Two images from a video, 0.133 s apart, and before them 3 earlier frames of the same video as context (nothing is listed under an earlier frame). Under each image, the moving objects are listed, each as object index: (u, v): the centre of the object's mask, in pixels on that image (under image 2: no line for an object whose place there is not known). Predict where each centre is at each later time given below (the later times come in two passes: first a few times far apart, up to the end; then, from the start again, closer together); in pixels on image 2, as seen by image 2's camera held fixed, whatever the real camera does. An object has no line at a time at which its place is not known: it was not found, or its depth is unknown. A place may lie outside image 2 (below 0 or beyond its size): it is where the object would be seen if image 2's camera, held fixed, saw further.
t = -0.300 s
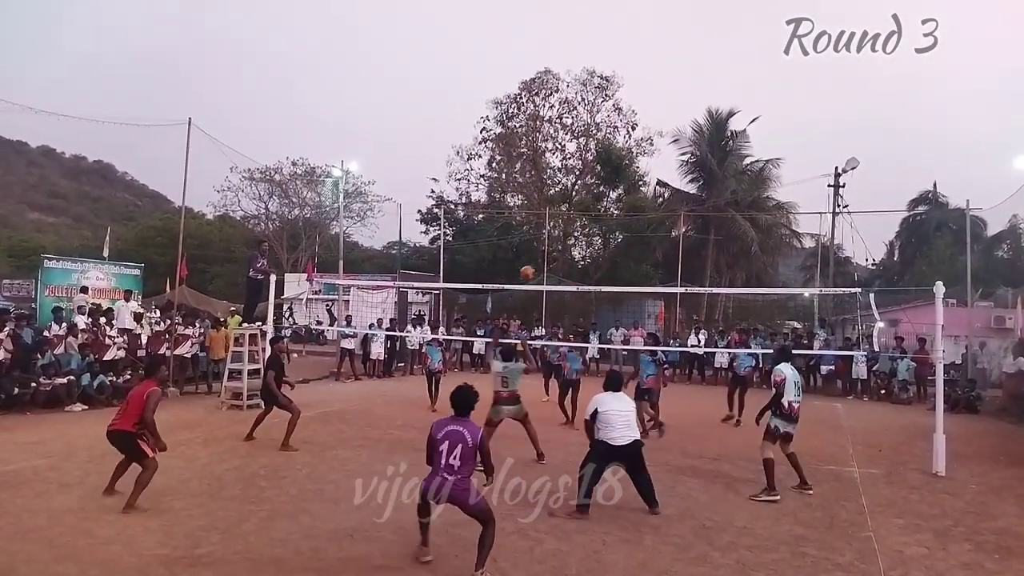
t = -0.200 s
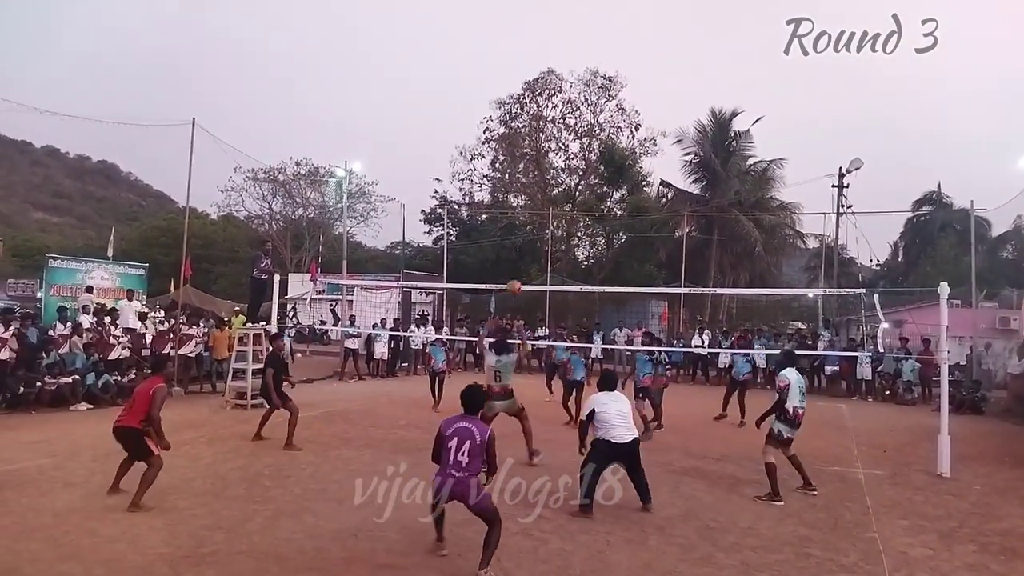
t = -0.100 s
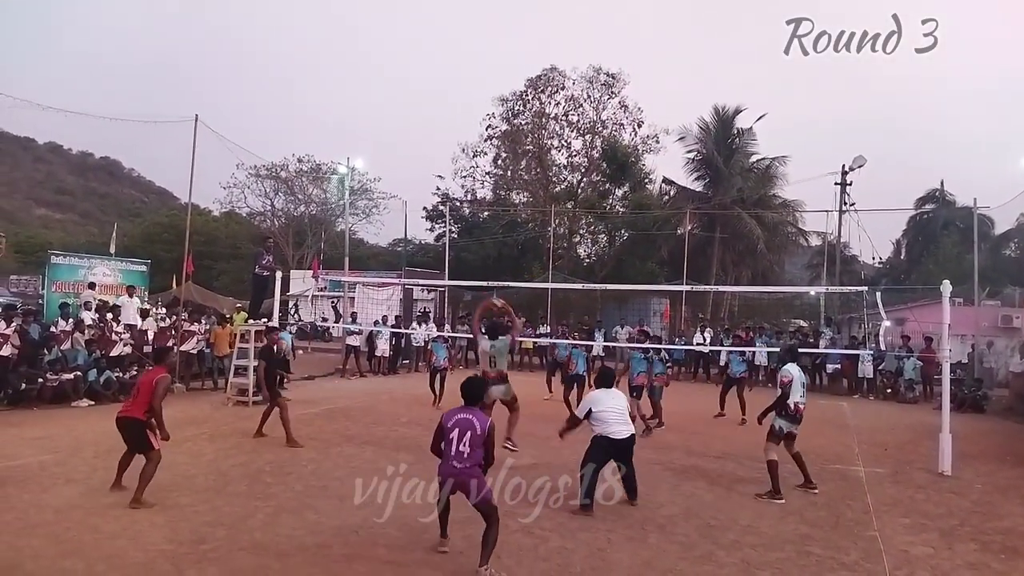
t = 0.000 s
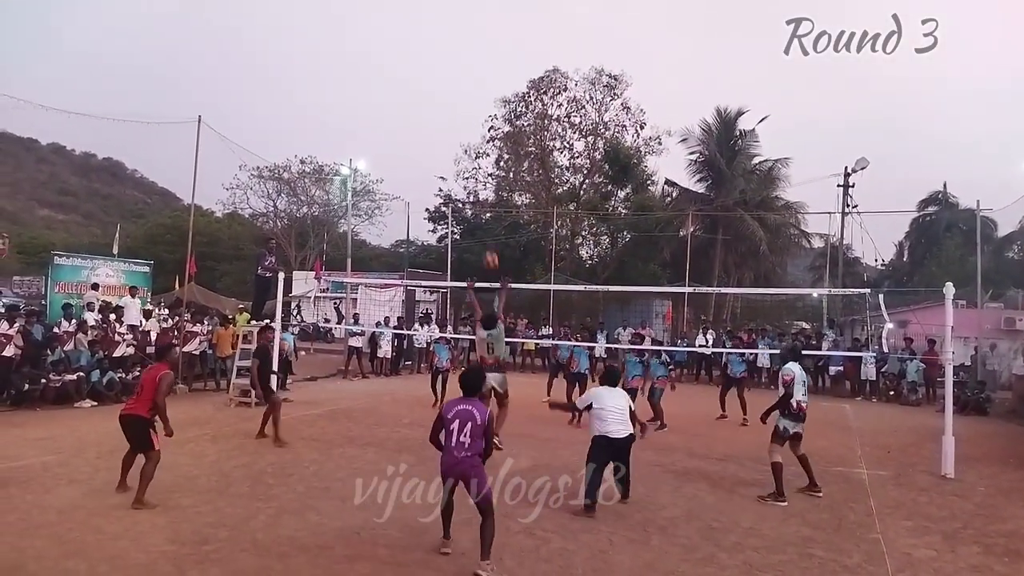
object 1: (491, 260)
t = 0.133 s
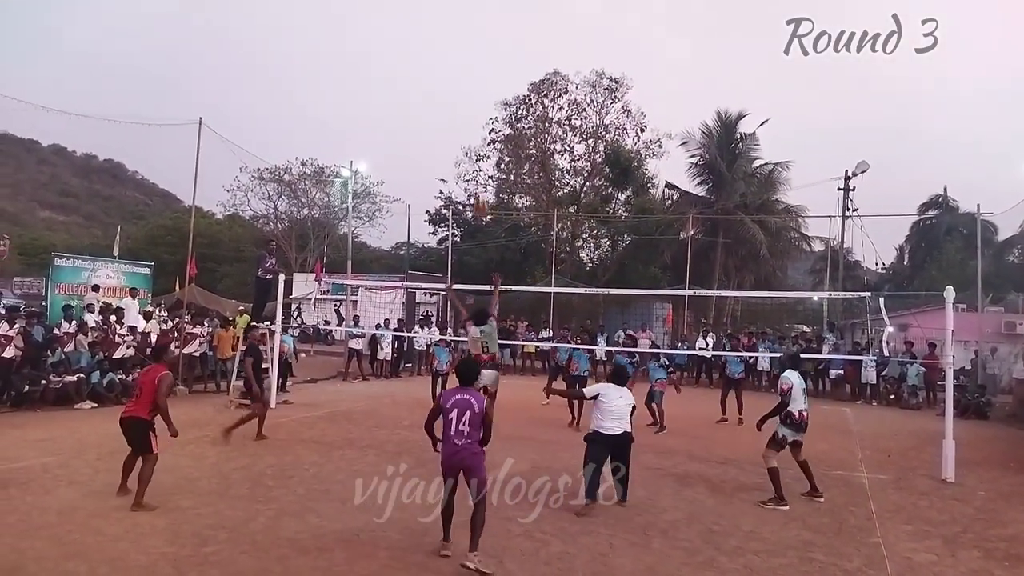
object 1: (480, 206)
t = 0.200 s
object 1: (476, 183)
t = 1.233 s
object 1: (406, 212)
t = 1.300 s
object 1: (400, 237)
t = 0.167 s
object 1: (478, 195)
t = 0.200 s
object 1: (476, 183)
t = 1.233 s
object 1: (406, 212)
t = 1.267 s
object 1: (403, 224)
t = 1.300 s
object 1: (400, 237)
